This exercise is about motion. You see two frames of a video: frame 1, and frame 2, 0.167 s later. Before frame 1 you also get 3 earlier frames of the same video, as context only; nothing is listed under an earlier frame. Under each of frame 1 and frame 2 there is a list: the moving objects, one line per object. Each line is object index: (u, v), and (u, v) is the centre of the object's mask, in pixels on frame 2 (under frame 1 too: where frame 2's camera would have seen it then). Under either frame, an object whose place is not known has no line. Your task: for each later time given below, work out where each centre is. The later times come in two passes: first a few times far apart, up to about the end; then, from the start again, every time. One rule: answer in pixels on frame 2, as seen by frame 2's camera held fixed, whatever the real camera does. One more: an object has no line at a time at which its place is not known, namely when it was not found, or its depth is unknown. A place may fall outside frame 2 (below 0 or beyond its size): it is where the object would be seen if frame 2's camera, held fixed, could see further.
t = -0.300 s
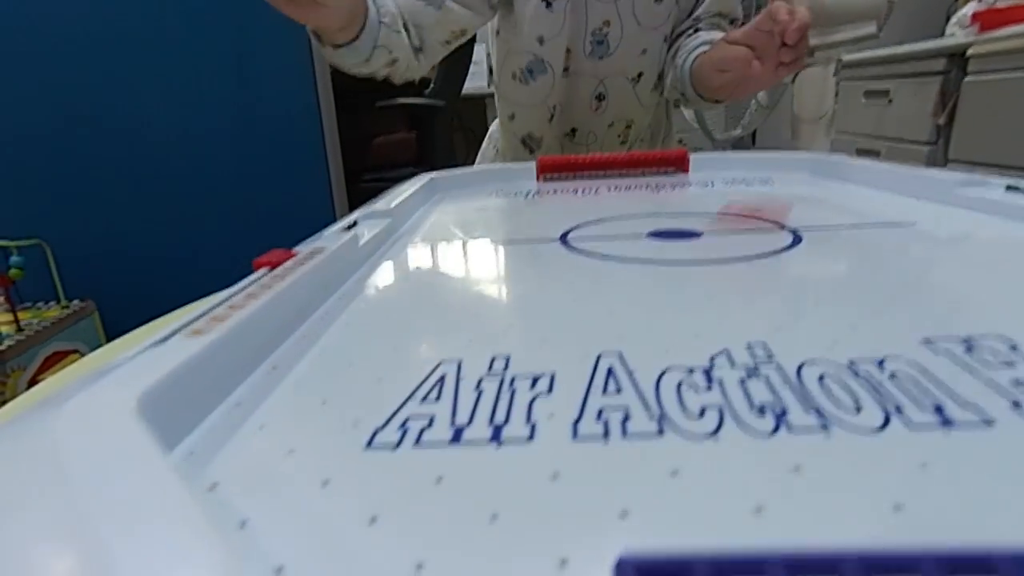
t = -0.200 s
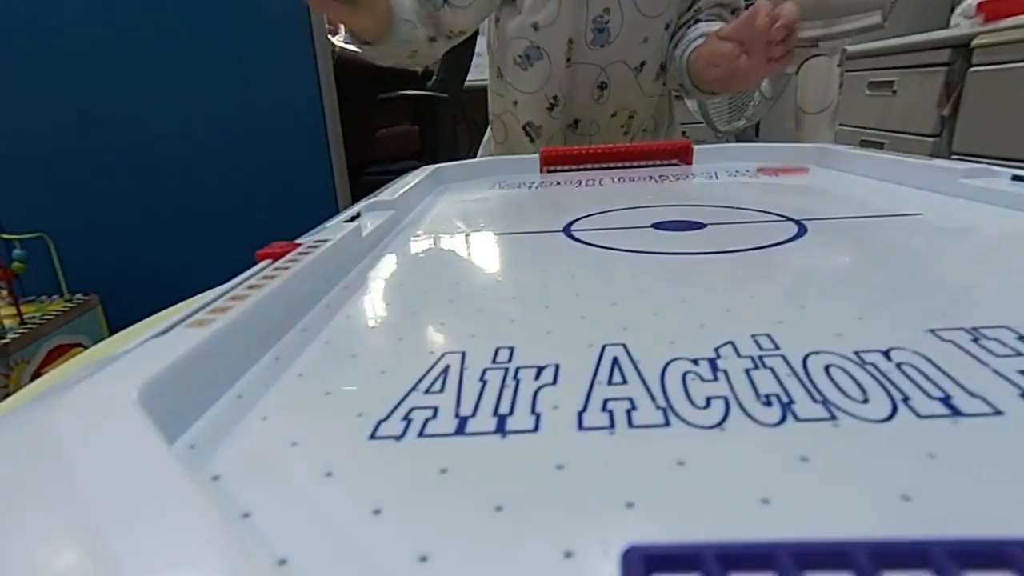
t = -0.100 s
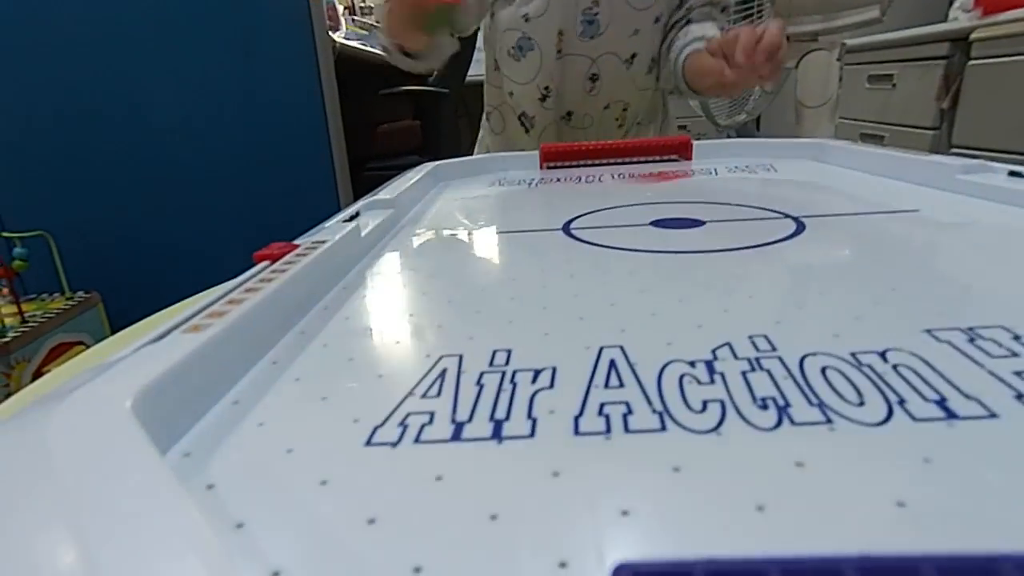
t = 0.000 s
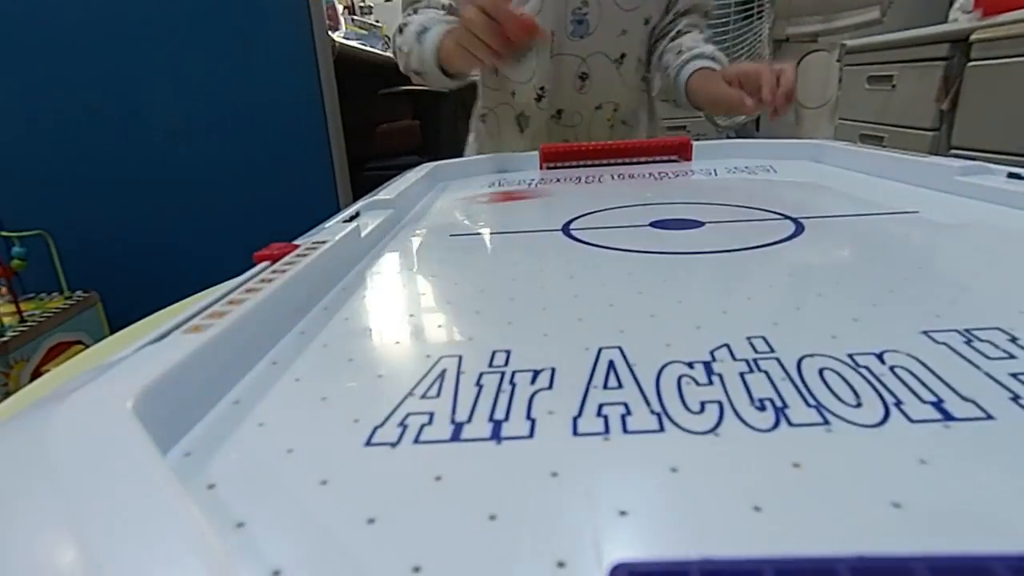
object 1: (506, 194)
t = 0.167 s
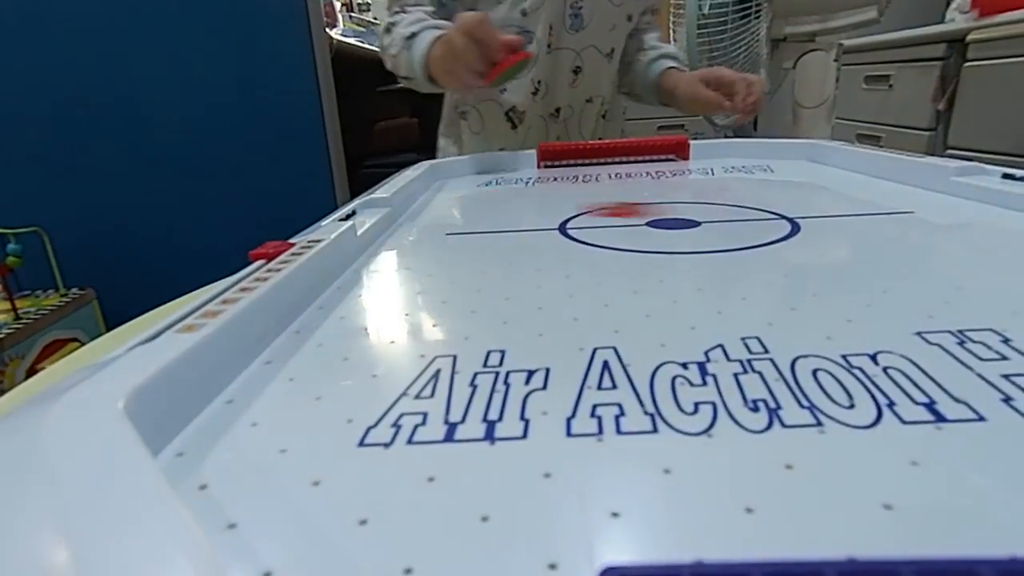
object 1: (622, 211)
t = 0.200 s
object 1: (679, 212)
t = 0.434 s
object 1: (934, 231)
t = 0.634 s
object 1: (686, 264)
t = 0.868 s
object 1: (366, 310)
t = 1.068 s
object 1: (616, 326)
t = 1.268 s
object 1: (963, 353)
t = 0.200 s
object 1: (679, 212)
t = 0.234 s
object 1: (736, 214)
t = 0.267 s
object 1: (795, 216)
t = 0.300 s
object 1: (864, 218)
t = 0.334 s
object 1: (928, 220)
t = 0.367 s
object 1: (982, 220)
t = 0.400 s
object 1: (967, 226)
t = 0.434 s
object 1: (934, 231)
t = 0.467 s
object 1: (897, 236)
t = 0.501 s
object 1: (857, 241)
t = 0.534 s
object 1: (819, 246)
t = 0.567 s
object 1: (775, 252)
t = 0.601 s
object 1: (732, 258)
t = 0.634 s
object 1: (686, 264)
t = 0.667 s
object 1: (641, 269)
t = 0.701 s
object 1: (596, 275)
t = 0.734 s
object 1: (549, 282)
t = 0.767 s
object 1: (504, 288)
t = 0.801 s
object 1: (461, 295)
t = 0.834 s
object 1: (404, 303)
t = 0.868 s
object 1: (366, 310)
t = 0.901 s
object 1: (398, 312)
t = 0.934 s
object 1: (447, 315)
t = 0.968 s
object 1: (484, 317)
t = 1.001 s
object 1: (525, 319)
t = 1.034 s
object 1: (569, 322)
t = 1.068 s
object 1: (616, 326)
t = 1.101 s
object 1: (666, 329)
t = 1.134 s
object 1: (722, 333)
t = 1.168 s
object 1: (779, 338)
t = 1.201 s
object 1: (843, 344)
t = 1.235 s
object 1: (900, 349)
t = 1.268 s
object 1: (963, 353)
